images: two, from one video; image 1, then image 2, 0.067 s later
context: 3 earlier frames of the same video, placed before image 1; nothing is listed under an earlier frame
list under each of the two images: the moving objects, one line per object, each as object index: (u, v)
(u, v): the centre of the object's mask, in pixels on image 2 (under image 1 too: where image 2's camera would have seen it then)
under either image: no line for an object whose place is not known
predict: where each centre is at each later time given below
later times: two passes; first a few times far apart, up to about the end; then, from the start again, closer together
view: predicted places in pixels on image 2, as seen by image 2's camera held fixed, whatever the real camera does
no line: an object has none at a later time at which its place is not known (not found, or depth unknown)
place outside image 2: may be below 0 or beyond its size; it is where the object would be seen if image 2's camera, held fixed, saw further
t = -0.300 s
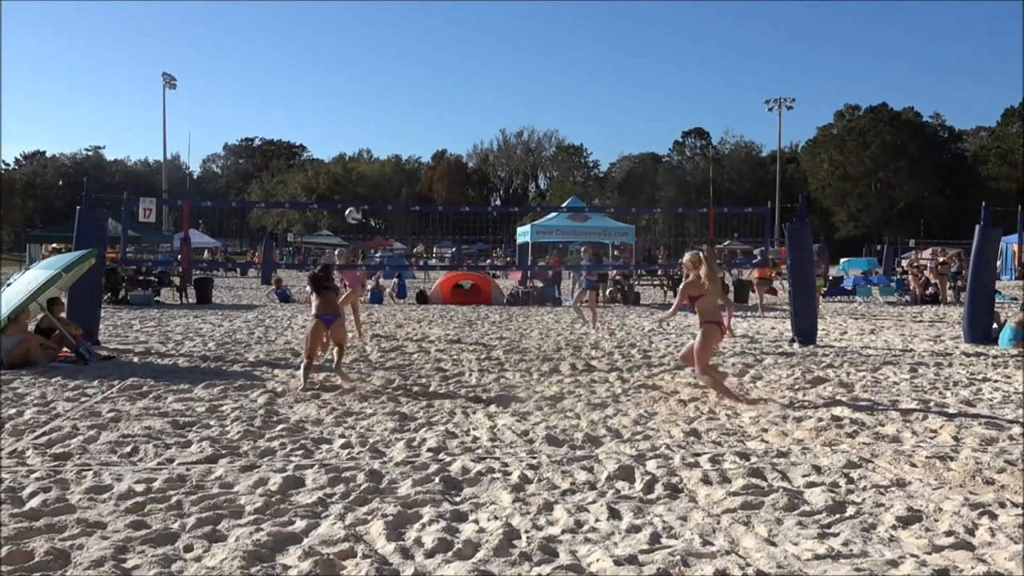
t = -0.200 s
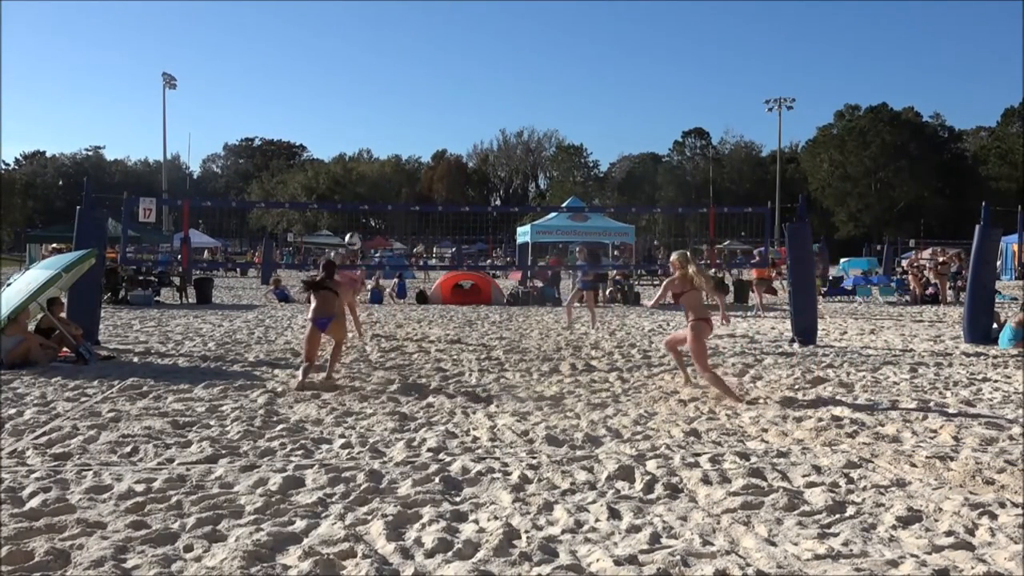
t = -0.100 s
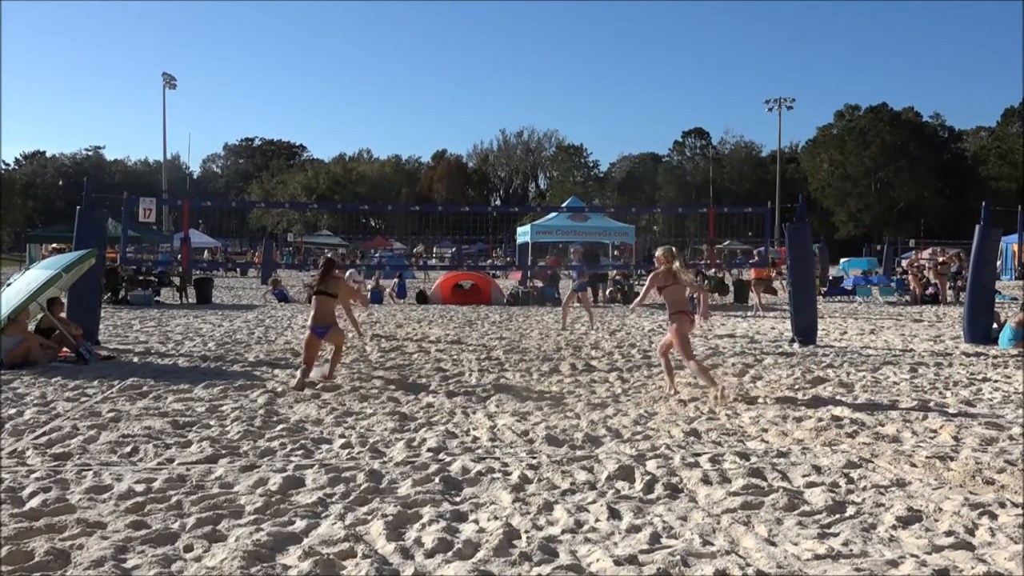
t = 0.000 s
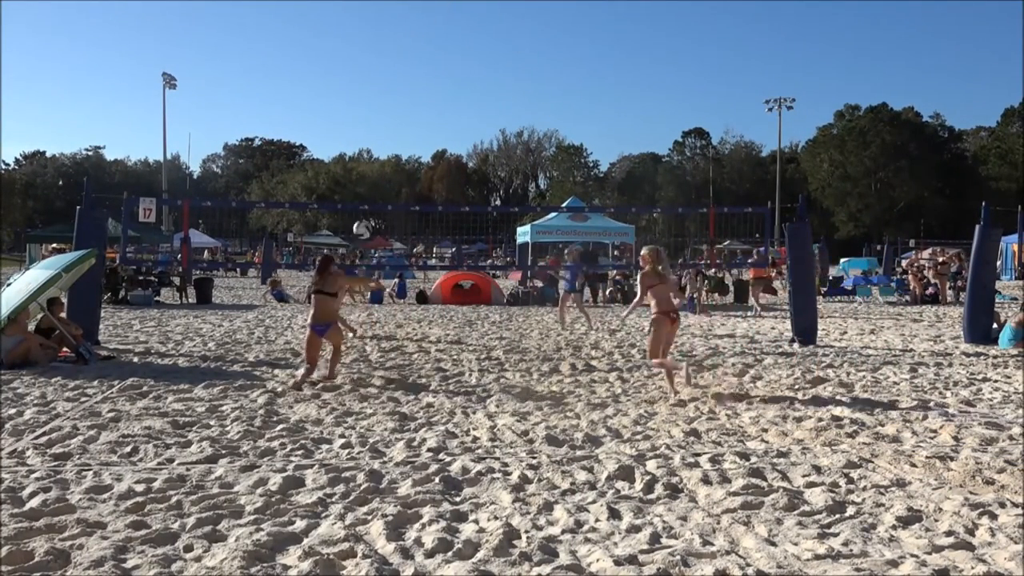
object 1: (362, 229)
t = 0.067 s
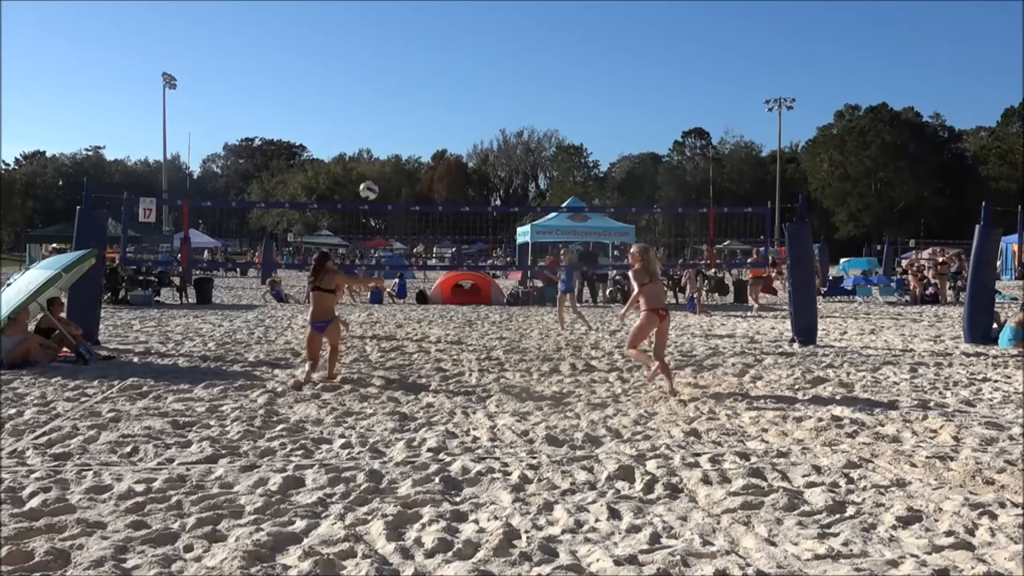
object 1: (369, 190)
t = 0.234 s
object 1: (385, 109)
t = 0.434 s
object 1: (403, 42)
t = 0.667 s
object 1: (425, 7)
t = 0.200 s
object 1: (381, 124)
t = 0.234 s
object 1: (385, 109)
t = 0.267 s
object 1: (388, 95)
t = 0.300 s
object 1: (390, 83)
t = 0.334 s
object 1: (394, 71)
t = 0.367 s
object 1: (397, 61)
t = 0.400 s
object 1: (400, 51)
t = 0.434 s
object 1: (403, 42)
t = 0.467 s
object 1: (406, 34)
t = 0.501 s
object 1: (410, 27)
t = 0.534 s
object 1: (413, 21)
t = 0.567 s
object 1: (416, 17)
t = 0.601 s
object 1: (419, 12)
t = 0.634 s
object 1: (422, 8)
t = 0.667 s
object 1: (425, 7)
